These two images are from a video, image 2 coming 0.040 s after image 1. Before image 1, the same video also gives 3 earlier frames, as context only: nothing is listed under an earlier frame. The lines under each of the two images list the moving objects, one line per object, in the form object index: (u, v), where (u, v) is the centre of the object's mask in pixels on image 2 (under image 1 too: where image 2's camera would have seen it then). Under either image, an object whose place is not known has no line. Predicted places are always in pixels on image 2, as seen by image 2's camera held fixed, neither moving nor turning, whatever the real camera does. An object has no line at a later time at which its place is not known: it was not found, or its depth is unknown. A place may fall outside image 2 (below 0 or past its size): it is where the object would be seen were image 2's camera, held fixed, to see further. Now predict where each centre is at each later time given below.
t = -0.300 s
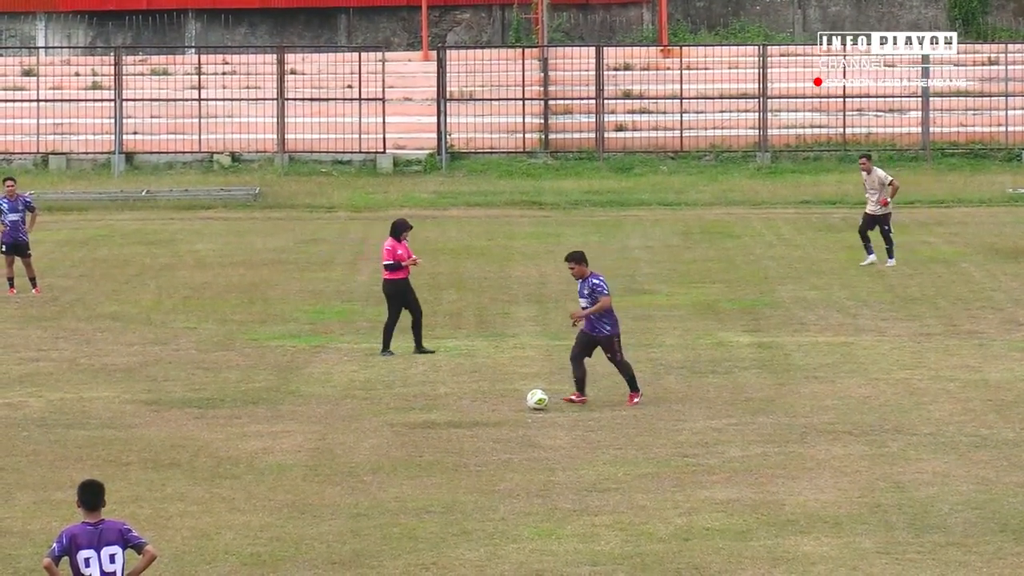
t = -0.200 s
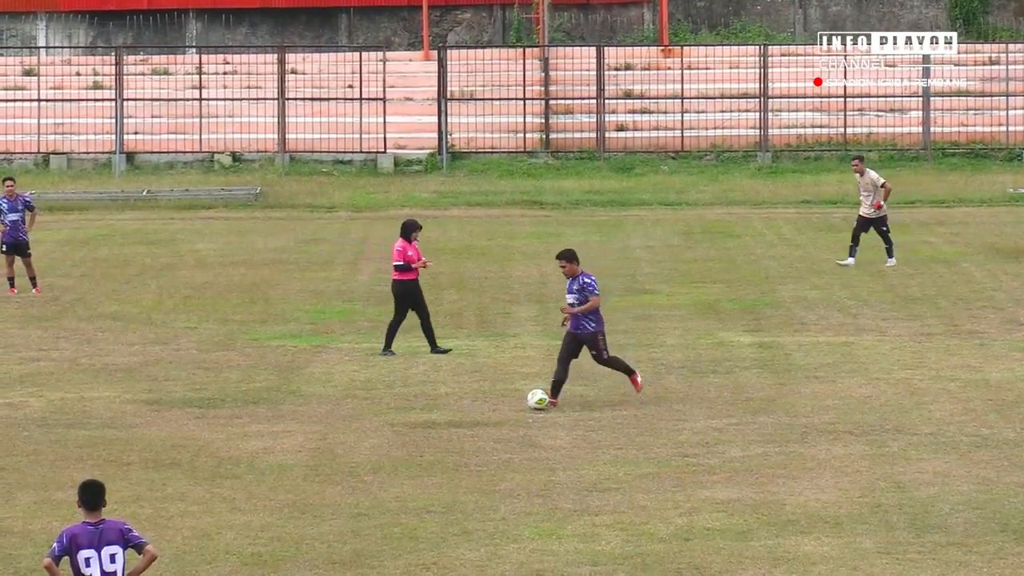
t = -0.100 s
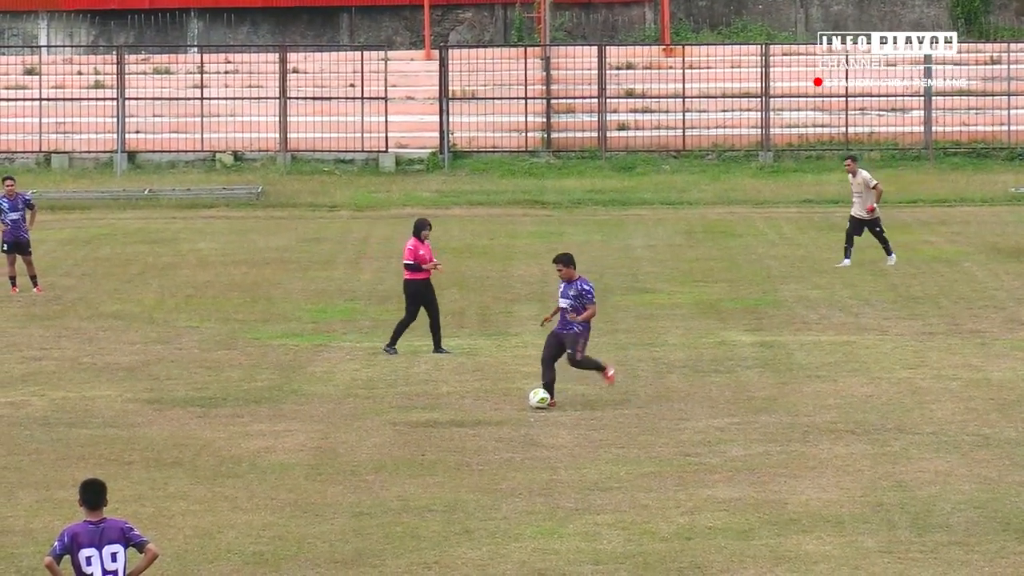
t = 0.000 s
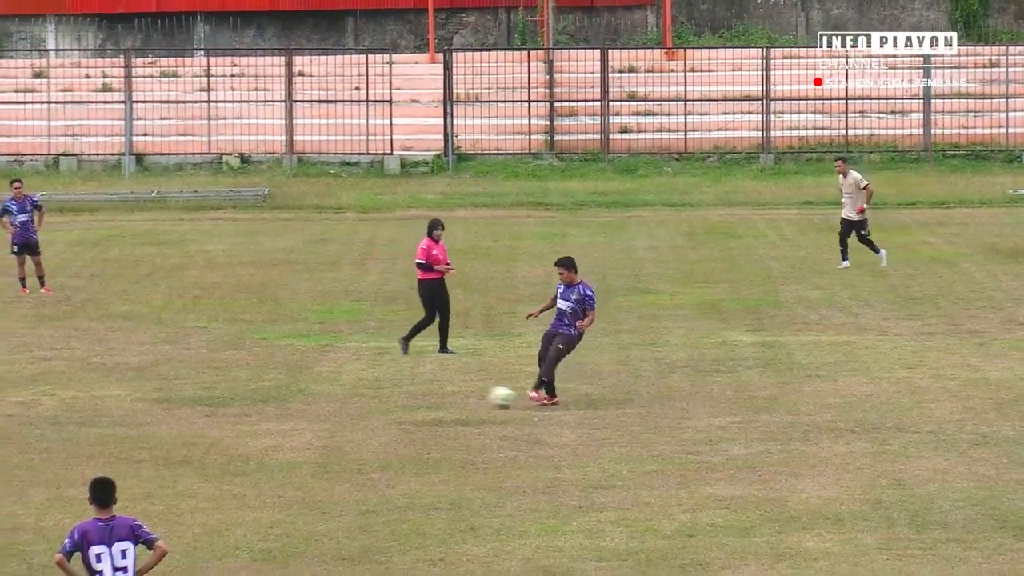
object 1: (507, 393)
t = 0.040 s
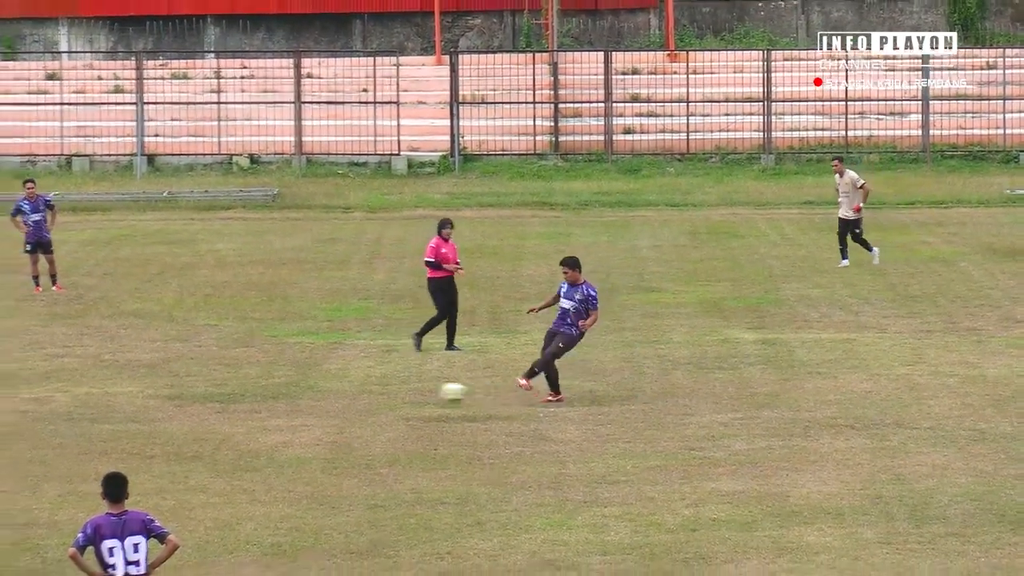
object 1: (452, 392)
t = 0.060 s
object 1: (424, 392)
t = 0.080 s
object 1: (397, 392)
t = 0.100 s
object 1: (370, 394)
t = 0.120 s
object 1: (344, 394)
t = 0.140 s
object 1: (316, 395)
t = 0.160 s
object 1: (289, 397)
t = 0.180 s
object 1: (262, 400)
